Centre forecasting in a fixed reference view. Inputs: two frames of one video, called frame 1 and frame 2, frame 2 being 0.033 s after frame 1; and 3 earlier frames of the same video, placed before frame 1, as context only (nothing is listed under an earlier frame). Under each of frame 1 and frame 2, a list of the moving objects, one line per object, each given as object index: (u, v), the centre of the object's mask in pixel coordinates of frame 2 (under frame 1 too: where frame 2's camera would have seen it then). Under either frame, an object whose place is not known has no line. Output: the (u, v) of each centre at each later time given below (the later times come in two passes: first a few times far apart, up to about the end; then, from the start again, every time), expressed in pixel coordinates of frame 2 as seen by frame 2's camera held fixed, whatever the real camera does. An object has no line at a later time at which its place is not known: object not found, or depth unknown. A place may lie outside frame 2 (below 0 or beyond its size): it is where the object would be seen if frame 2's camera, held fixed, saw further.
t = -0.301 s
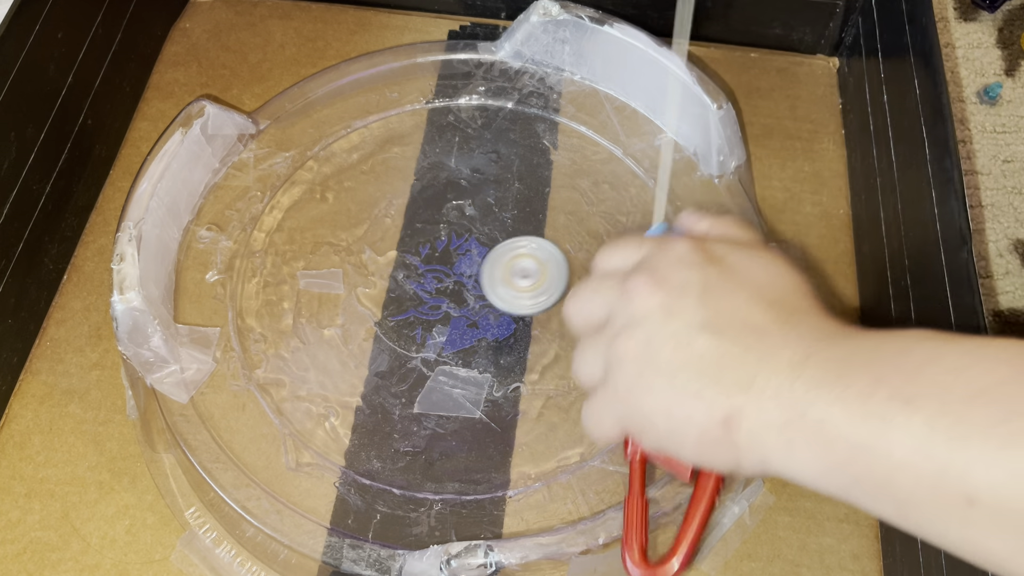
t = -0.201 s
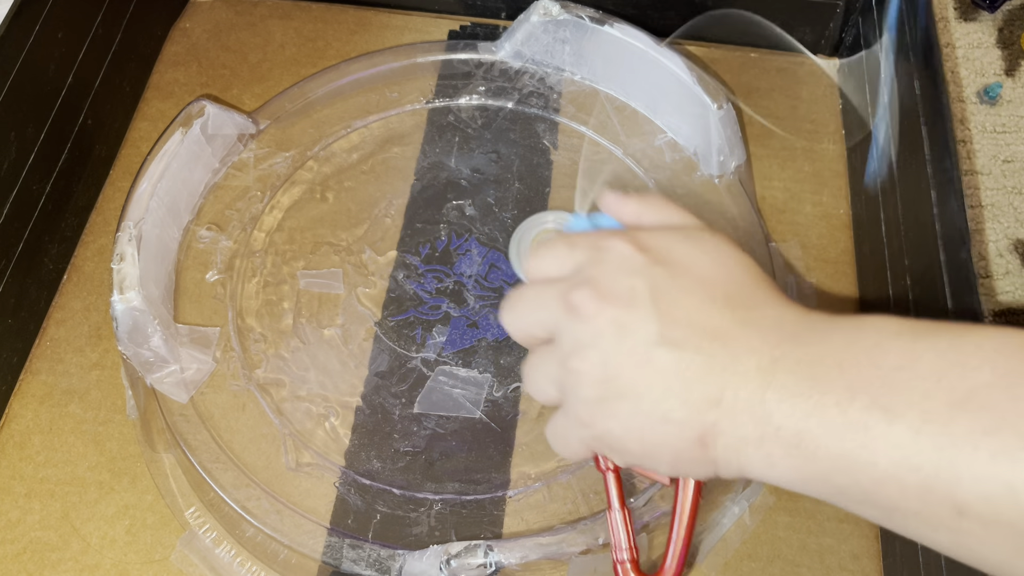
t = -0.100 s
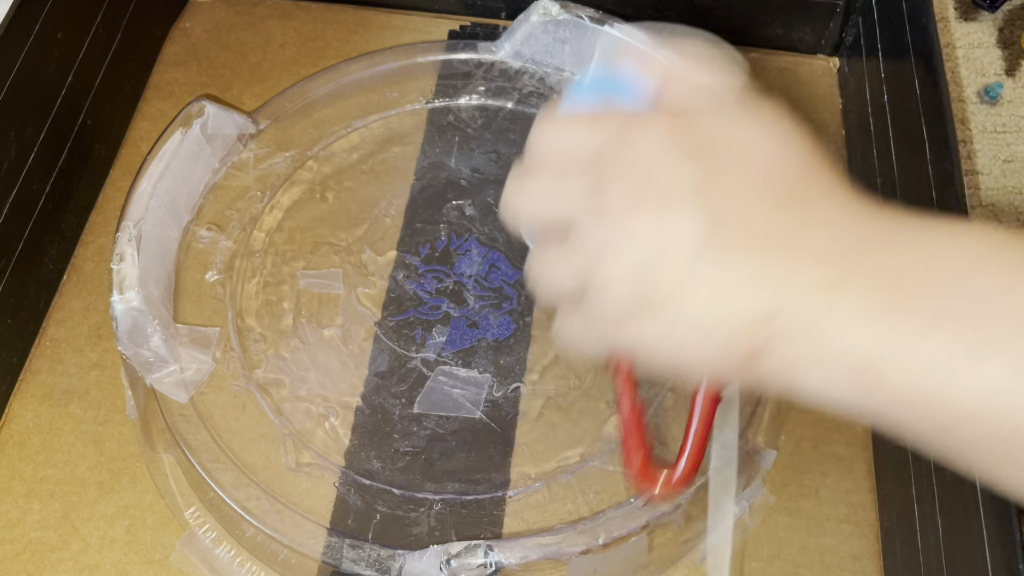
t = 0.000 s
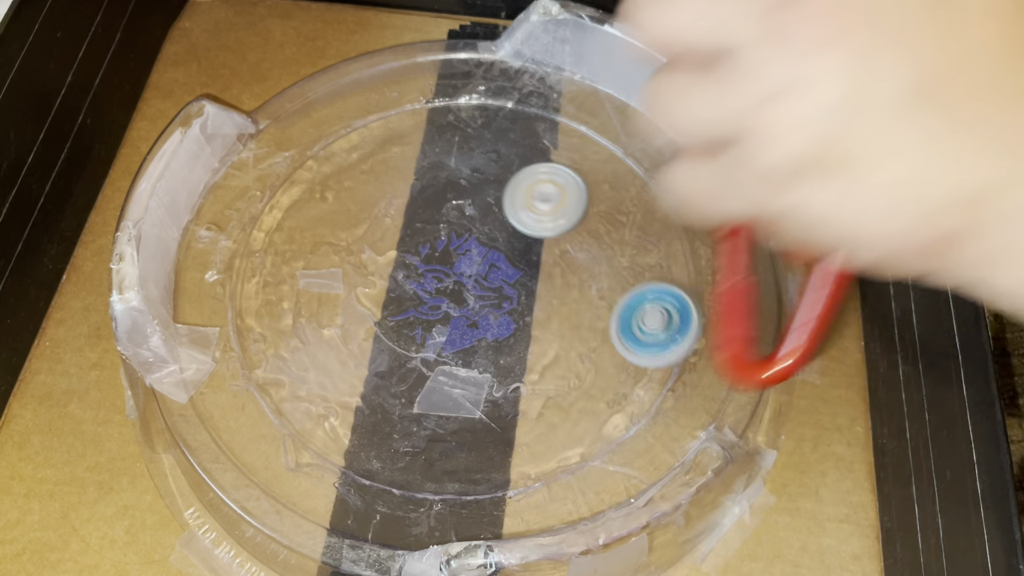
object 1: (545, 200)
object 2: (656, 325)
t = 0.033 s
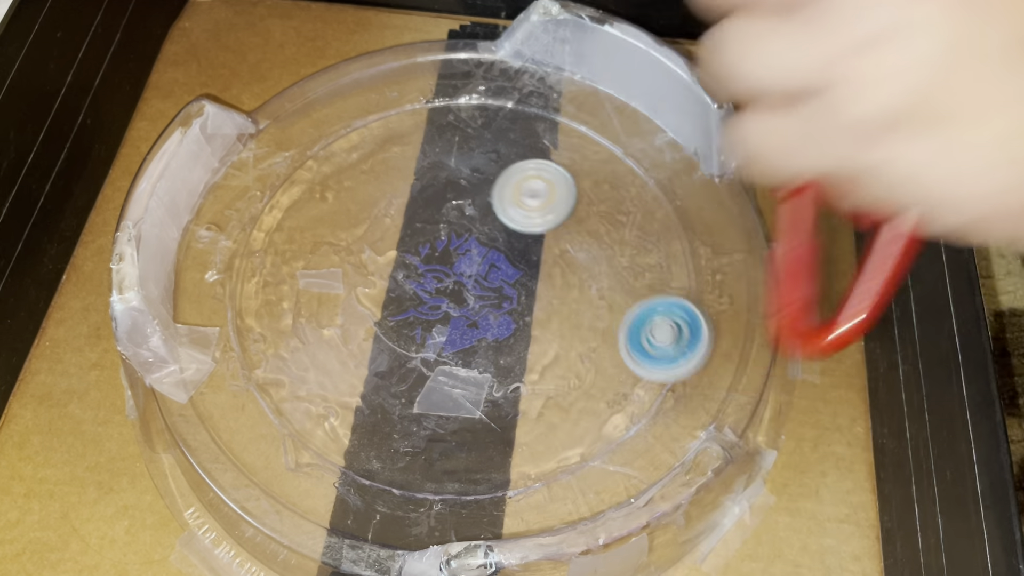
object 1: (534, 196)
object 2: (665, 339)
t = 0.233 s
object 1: (462, 228)
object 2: (637, 388)
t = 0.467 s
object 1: (463, 320)
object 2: (584, 433)
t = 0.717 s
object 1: (545, 328)
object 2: (542, 445)
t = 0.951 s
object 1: (523, 261)
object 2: (490, 458)
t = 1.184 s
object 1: (417, 269)
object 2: (434, 467)
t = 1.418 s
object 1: (396, 345)
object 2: (413, 430)
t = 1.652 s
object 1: (466, 283)
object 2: (418, 405)
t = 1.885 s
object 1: (406, 209)
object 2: (335, 320)
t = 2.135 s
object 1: (342, 249)
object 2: (299, 365)
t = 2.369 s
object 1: (481, 139)
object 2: (411, 377)
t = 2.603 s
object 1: (518, 144)
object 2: (433, 239)
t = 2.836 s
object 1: (469, 278)
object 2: (272, 196)
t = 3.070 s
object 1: (540, 285)
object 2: (318, 301)
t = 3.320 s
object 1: (616, 213)
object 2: (512, 188)
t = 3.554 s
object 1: (550, 185)
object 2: (370, 113)
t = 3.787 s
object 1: (468, 268)
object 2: (382, 274)
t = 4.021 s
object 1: (605, 330)
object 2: (579, 256)
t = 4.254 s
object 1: (627, 296)
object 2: (519, 110)
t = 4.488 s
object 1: (519, 276)
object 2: (401, 262)
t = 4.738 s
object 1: (517, 289)
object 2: (577, 393)
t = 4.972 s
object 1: (467, 314)
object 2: (644, 217)
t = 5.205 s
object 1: (448, 339)
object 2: (418, 216)
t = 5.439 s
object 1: (448, 320)
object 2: (390, 428)
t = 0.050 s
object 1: (528, 195)
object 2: (665, 341)
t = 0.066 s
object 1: (521, 195)
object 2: (660, 340)
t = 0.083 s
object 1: (514, 195)
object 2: (654, 342)
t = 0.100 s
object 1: (507, 196)
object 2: (648, 345)
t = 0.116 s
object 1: (501, 198)
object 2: (645, 347)
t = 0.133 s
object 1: (494, 201)
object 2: (642, 351)
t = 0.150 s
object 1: (487, 204)
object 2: (639, 355)
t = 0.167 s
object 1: (481, 208)
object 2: (637, 360)
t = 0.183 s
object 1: (476, 212)
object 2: (636, 366)
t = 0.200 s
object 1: (471, 217)
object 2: (636, 373)
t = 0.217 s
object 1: (466, 222)
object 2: (636, 381)
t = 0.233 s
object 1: (462, 228)
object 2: (637, 388)
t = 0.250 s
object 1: (458, 234)
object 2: (633, 389)
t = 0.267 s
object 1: (454, 241)
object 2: (626, 387)
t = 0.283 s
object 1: (451, 248)
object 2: (619, 387)
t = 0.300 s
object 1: (449, 255)
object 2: (614, 388)
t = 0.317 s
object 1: (447, 263)
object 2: (608, 389)
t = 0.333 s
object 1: (446, 270)
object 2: (604, 392)
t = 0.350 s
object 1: (446, 277)
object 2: (600, 394)
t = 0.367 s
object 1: (446, 284)
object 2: (596, 398)
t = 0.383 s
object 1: (448, 292)
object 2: (593, 402)
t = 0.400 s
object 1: (450, 298)
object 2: (590, 407)
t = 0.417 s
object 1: (452, 304)
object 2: (589, 413)
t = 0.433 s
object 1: (455, 309)
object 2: (587, 420)
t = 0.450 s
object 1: (459, 315)
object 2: (586, 427)
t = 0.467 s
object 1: (463, 320)
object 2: (584, 433)
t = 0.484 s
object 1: (467, 324)
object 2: (582, 429)
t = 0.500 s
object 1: (472, 328)
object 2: (579, 425)
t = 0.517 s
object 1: (477, 331)
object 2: (576, 423)
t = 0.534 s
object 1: (482, 335)
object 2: (572, 421)
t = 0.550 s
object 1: (488, 337)
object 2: (569, 420)
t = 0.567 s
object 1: (493, 339)
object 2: (566, 420)
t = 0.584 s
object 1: (499, 341)
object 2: (563, 421)
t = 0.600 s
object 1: (506, 341)
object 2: (560, 423)
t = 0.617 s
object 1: (512, 341)
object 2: (557, 426)
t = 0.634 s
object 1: (518, 340)
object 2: (554, 430)
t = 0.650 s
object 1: (524, 339)
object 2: (552, 435)
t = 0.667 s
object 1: (530, 337)
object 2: (549, 441)
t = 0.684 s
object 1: (535, 335)
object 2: (547, 449)
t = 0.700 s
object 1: (540, 332)
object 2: (545, 451)
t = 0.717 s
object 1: (545, 328)
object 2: (542, 445)
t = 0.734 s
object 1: (548, 324)
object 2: (539, 441)
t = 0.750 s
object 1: (551, 319)
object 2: (536, 439)
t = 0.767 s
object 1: (553, 314)
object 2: (533, 437)
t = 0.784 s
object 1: (554, 309)
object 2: (530, 436)
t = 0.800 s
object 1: (555, 304)
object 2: (526, 436)
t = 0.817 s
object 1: (555, 298)
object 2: (521, 437)
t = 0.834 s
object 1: (553, 293)
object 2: (518, 439)
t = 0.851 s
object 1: (551, 287)
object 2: (513, 442)
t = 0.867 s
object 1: (548, 282)
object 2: (509, 446)
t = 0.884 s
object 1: (544, 277)
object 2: (504, 451)
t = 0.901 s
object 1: (540, 272)
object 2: (499, 457)
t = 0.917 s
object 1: (535, 268)
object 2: (494, 463)
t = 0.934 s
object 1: (529, 264)
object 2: (491, 464)
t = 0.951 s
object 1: (523, 261)
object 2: (490, 458)
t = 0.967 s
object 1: (516, 258)
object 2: (489, 453)
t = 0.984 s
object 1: (509, 256)
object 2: (488, 450)
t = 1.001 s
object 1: (502, 254)
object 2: (486, 447)
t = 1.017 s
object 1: (495, 253)
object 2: (483, 445)
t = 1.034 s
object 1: (487, 253)
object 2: (480, 444)
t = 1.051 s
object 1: (479, 252)
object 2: (476, 444)
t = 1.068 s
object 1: (472, 252)
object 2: (472, 444)
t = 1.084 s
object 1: (464, 253)
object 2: (467, 445)
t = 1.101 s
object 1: (456, 254)
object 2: (462, 447)
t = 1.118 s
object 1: (448, 256)
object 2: (457, 450)
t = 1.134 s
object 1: (441, 259)
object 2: (451, 453)
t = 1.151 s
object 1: (433, 261)
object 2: (446, 457)
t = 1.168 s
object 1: (424, 265)
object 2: (440, 461)
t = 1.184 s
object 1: (417, 269)
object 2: (434, 467)
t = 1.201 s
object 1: (411, 273)
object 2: (433, 464)
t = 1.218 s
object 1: (405, 277)
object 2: (435, 457)
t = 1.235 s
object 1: (399, 283)
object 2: (438, 452)
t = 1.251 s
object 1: (395, 288)
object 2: (440, 447)
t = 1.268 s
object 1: (391, 294)
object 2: (440, 443)
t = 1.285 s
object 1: (388, 300)
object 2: (440, 439)
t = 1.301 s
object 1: (385, 306)
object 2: (438, 436)
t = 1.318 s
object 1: (383, 312)
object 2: (435, 434)
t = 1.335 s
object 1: (383, 318)
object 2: (432, 432)
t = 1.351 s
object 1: (384, 324)
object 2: (429, 430)
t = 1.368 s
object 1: (386, 330)
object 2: (425, 429)
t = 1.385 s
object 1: (388, 335)
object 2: (421, 429)
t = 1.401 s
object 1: (392, 340)
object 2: (417, 430)
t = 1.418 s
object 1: (396, 345)
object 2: (413, 430)
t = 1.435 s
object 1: (402, 349)
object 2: (408, 432)
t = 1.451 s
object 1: (408, 350)
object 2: (402, 436)
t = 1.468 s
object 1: (415, 346)
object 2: (396, 443)
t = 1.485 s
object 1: (423, 343)
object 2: (389, 450)
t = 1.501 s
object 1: (431, 339)
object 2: (381, 457)
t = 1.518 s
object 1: (439, 334)
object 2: (384, 452)
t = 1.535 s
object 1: (446, 328)
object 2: (392, 445)
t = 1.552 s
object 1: (452, 323)
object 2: (399, 440)
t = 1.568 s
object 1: (457, 317)
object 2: (407, 435)
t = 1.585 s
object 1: (461, 310)
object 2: (411, 428)
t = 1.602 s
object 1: (464, 304)
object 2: (413, 423)
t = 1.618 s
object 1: (465, 297)
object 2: (415, 417)
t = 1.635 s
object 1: (466, 290)
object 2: (417, 411)
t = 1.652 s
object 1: (466, 283)
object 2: (418, 405)
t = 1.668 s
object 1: (466, 277)
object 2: (417, 399)
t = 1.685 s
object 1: (465, 270)
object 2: (416, 393)
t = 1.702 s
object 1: (463, 264)
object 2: (414, 386)
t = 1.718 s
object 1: (460, 258)
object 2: (411, 379)
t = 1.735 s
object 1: (457, 252)
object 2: (407, 372)
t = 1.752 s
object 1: (453, 246)
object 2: (402, 364)
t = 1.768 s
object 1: (449, 239)
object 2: (396, 358)
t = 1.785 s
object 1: (444, 234)
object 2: (389, 351)
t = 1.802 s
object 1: (439, 228)
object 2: (381, 344)
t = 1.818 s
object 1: (433, 223)
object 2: (373, 338)
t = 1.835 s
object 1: (426, 219)
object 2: (364, 332)
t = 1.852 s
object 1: (420, 215)
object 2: (354, 327)
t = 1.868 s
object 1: (413, 211)
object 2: (345, 323)
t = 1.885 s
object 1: (406, 209)
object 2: (335, 320)
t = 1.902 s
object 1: (399, 207)
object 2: (325, 318)
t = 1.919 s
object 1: (392, 206)
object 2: (315, 316)
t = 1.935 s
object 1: (385, 206)
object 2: (306, 316)
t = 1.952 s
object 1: (378, 206)
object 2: (297, 317)
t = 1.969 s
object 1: (371, 208)
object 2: (288, 319)
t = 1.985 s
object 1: (365, 209)
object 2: (279, 322)
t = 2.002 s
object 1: (359, 212)
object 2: (271, 326)
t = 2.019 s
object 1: (354, 215)
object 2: (262, 330)
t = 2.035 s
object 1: (349, 219)
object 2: (252, 334)
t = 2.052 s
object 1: (345, 223)
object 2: (248, 337)
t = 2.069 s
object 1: (343, 228)
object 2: (256, 342)
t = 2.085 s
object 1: (341, 233)
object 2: (266, 348)
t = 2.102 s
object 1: (340, 238)
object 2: (278, 357)
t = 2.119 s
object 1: (340, 243)
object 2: (290, 363)
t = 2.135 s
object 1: (342, 249)
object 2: (299, 365)
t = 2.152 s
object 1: (344, 254)
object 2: (309, 366)
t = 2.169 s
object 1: (347, 259)
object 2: (319, 367)
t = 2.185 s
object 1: (351, 264)
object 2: (329, 367)
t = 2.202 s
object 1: (356, 269)
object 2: (342, 367)
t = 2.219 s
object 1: (362, 273)
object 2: (356, 365)
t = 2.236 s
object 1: (369, 277)
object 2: (370, 361)
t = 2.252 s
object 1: (377, 277)
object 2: (384, 356)
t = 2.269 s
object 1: (387, 273)
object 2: (393, 349)
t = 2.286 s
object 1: (397, 270)
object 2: (402, 342)
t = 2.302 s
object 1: (413, 250)
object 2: (406, 343)
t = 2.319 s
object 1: (432, 219)
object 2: (407, 352)
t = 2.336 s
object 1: (450, 192)
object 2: (408, 363)
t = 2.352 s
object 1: (465, 166)
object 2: (410, 373)
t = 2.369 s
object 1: (481, 139)
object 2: (411, 377)
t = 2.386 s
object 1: (495, 112)
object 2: (413, 379)
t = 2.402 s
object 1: (508, 90)
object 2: (416, 379)
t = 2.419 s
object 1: (520, 69)
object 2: (420, 376)
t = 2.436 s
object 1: (528, 56)
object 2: (425, 370)
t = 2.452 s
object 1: (529, 55)
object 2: (431, 362)
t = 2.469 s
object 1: (531, 57)
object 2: (436, 353)
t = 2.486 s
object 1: (532, 62)
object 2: (441, 341)
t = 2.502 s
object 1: (534, 72)
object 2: (445, 328)
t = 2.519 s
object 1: (534, 84)
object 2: (447, 314)
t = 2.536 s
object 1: (532, 96)
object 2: (448, 299)
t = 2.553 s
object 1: (529, 106)
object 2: (446, 284)
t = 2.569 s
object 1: (526, 118)
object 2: (443, 267)
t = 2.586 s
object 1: (522, 131)
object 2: (439, 253)
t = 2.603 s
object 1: (518, 144)
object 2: (433, 239)
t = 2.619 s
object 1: (514, 156)
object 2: (425, 225)
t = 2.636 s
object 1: (509, 168)
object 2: (415, 213)
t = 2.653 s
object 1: (505, 180)
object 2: (404, 200)
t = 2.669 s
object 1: (500, 191)
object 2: (393, 189)
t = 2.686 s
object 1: (495, 203)
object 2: (379, 179)
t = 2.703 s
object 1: (490, 213)
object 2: (364, 170)
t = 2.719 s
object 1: (486, 223)
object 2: (349, 163)
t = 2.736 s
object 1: (482, 233)
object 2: (333, 157)
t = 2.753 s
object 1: (478, 242)
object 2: (317, 152)
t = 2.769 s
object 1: (476, 251)
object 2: (301, 148)
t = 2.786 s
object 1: (473, 259)
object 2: (291, 155)
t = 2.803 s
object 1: (471, 266)
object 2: (284, 166)
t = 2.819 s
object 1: (470, 272)
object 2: (277, 180)
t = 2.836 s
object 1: (469, 278)
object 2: (272, 196)
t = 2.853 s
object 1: (470, 283)
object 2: (267, 208)
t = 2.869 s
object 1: (471, 286)
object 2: (261, 216)
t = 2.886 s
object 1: (472, 290)
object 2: (256, 223)
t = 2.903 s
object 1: (475, 293)
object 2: (251, 230)
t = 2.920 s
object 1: (479, 294)
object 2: (248, 236)
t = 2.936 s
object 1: (484, 296)
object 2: (249, 246)
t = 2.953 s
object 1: (489, 296)
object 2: (251, 255)
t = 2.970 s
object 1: (495, 296)
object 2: (255, 263)
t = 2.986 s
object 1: (502, 295)
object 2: (261, 269)
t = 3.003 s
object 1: (509, 294)
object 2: (268, 276)
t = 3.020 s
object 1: (516, 292)
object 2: (278, 282)
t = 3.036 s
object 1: (524, 290)
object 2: (289, 289)
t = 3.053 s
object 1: (532, 288)
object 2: (302, 295)
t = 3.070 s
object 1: (540, 285)
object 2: (318, 301)
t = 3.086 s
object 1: (548, 281)
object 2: (335, 305)
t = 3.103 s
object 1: (556, 277)
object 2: (355, 307)
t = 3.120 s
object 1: (564, 273)
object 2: (375, 308)
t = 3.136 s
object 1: (571, 268)
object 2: (394, 305)
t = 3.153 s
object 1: (579, 263)
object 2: (413, 302)
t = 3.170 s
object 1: (585, 259)
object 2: (429, 296)
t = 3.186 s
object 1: (591, 253)
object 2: (444, 288)
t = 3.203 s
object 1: (596, 248)
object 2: (459, 279)
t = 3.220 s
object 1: (601, 243)
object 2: (472, 269)
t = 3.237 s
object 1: (605, 238)
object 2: (484, 257)
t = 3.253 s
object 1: (608, 232)
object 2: (494, 244)
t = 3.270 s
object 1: (611, 227)
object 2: (502, 231)
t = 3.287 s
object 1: (614, 222)
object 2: (507, 217)
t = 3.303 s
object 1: (615, 217)
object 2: (510, 203)
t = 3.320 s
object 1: (616, 213)
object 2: (512, 188)
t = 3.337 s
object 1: (616, 208)
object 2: (512, 172)
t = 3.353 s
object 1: (615, 203)
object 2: (511, 158)
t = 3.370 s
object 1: (613, 199)
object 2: (508, 144)
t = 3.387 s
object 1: (611, 195)
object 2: (502, 129)
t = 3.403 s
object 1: (607, 192)
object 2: (494, 115)
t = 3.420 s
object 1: (603, 188)
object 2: (485, 103)
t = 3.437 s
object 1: (599, 186)
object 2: (476, 92)
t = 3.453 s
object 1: (593, 183)
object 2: (460, 88)
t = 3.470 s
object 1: (587, 182)
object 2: (444, 88)
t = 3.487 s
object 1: (581, 181)
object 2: (427, 93)
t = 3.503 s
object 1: (573, 181)
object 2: (412, 99)
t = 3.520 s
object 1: (566, 182)
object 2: (398, 102)
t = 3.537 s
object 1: (558, 183)
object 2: (384, 107)
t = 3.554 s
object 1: (550, 185)
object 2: (370, 113)
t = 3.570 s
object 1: (542, 188)
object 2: (359, 119)
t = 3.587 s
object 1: (535, 192)
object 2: (349, 125)
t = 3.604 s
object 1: (527, 196)
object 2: (342, 132)
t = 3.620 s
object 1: (519, 200)
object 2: (336, 140)
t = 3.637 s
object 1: (512, 206)
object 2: (333, 150)
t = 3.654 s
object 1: (505, 212)
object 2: (331, 161)
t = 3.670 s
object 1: (498, 218)
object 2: (330, 174)
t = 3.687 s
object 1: (492, 224)
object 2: (332, 189)
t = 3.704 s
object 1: (485, 231)
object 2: (334, 203)
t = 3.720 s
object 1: (480, 238)
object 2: (339, 219)
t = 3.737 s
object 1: (474, 246)
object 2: (347, 233)
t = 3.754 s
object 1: (470, 253)
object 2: (358, 249)
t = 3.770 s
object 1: (465, 261)
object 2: (372, 263)
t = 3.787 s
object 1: (468, 268)
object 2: (382, 274)
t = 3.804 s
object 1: (481, 276)
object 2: (387, 282)
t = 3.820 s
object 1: (495, 286)
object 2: (394, 291)
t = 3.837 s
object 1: (508, 298)
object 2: (404, 298)
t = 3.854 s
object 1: (521, 304)
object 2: (418, 304)
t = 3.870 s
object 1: (533, 310)
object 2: (431, 308)
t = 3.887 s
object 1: (545, 317)
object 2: (448, 311)
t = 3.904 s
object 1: (556, 323)
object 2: (465, 311)
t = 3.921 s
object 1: (565, 327)
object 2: (482, 308)
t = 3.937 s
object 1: (573, 330)
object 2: (498, 303)
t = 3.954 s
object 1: (580, 332)
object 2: (515, 296)
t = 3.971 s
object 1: (587, 332)
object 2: (533, 287)
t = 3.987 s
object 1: (593, 332)
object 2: (549, 277)
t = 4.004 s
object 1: (599, 332)
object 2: (565, 267)
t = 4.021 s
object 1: (605, 330)
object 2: (579, 256)
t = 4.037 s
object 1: (610, 329)
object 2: (590, 243)
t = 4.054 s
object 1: (615, 327)
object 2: (598, 229)
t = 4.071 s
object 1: (619, 325)
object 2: (604, 214)
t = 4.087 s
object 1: (623, 323)
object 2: (607, 198)
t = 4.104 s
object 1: (627, 320)
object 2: (609, 183)
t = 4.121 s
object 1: (629, 317)
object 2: (609, 169)
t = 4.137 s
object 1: (632, 315)
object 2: (608, 154)
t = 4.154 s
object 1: (634, 313)
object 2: (605, 140)
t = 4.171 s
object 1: (635, 310)
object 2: (596, 128)
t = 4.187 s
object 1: (635, 307)
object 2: (579, 121)
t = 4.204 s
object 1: (634, 305)
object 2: (561, 117)
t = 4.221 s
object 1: (633, 302)
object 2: (545, 115)
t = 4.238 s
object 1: (631, 299)
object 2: (531, 113)
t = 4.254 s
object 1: (627, 296)
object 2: (519, 110)
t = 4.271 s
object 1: (624, 293)
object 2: (506, 110)
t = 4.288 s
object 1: (619, 290)
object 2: (493, 111)
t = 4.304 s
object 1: (614, 286)
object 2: (479, 115)
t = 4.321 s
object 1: (607, 284)
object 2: (467, 121)
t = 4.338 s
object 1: (601, 281)
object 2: (453, 128)
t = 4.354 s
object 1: (593, 279)
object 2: (440, 139)
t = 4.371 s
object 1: (585, 277)
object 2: (428, 149)
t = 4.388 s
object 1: (576, 276)
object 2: (417, 163)
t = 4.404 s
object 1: (567, 275)
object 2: (409, 178)
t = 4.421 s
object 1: (558, 274)
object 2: (403, 194)
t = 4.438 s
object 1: (549, 274)
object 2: (399, 210)
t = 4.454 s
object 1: (539, 274)
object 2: (398, 228)
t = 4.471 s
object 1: (530, 275)
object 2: (398, 245)
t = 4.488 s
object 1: (519, 276)
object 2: (401, 262)
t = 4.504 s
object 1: (510, 277)
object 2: (407, 279)
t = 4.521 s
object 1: (501, 278)
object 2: (414, 296)
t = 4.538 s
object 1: (504, 276)
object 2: (418, 310)
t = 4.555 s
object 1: (510, 275)
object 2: (420, 327)
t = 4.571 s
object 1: (517, 276)
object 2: (423, 342)
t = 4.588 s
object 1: (523, 280)
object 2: (429, 354)
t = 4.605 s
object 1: (528, 283)
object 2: (438, 367)
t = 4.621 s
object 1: (528, 283)
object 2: (448, 376)
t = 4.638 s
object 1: (529, 284)
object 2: (461, 385)
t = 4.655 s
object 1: (528, 285)
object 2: (477, 391)
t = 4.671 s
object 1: (528, 286)
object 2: (496, 396)
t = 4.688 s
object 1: (526, 287)
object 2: (515, 398)
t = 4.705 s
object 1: (523, 287)
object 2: (534, 399)
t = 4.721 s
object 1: (520, 289)
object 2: (556, 397)
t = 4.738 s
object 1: (517, 289)
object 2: (577, 393)
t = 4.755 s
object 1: (513, 291)
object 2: (598, 388)
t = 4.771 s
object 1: (509, 292)
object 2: (617, 381)
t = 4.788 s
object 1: (505, 293)
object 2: (634, 373)
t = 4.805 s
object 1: (501, 295)
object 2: (649, 365)
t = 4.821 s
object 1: (498, 296)
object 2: (664, 355)
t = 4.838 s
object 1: (494, 298)
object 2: (670, 337)
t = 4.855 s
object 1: (490, 300)
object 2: (669, 318)
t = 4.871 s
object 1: (486, 302)
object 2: (668, 301)
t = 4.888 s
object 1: (483, 304)
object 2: (666, 283)
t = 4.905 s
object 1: (479, 306)
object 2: (665, 268)
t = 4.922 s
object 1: (476, 308)
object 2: (663, 253)
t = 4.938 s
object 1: (473, 310)
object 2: (659, 240)
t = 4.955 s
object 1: (470, 312)
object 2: (652, 227)
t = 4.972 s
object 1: (467, 314)
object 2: (644, 217)
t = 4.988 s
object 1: (464, 317)
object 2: (633, 207)
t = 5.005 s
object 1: (462, 319)
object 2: (620, 198)
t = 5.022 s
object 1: (459, 321)
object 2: (606, 190)
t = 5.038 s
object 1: (457, 323)
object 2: (590, 184)
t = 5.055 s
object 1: (455, 325)
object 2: (572, 179)
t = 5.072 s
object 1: (453, 327)
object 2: (555, 177)
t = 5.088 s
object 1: (452, 329)
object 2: (538, 176)
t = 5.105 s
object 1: (451, 331)
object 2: (520, 177)
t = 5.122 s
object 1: (450, 333)
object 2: (503, 179)
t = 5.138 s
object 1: (449, 334)
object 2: (485, 184)
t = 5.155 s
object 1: (448, 336)
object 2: (467, 190)
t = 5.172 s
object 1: (448, 337)
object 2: (451, 197)
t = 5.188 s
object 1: (448, 338)
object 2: (435, 206)
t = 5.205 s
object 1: (448, 339)
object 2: (418, 216)
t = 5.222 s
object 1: (448, 340)
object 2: (404, 228)
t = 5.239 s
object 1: (448, 340)
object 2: (392, 241)
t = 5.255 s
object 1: (448, 340)
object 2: (380, 254)
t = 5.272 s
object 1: (449, 340)
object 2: (370, 270)
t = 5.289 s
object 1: (449, 339)
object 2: (361, 285)
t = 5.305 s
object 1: (450, 338)
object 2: (355, 301)
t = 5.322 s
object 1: (450, 337)
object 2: (350, 317)
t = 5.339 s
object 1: (450, 335)
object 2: (349, 334)
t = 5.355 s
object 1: (451, 333)
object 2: (350, 352)
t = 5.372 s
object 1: (451, 331)
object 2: (354, 368)
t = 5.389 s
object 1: (450, 328)
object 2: (360, 384)
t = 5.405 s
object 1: (450, 326)
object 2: (368, 399)
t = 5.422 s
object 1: (449, 323)
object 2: (378, 414)
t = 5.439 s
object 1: (448, 320)
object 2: (390, 428)
